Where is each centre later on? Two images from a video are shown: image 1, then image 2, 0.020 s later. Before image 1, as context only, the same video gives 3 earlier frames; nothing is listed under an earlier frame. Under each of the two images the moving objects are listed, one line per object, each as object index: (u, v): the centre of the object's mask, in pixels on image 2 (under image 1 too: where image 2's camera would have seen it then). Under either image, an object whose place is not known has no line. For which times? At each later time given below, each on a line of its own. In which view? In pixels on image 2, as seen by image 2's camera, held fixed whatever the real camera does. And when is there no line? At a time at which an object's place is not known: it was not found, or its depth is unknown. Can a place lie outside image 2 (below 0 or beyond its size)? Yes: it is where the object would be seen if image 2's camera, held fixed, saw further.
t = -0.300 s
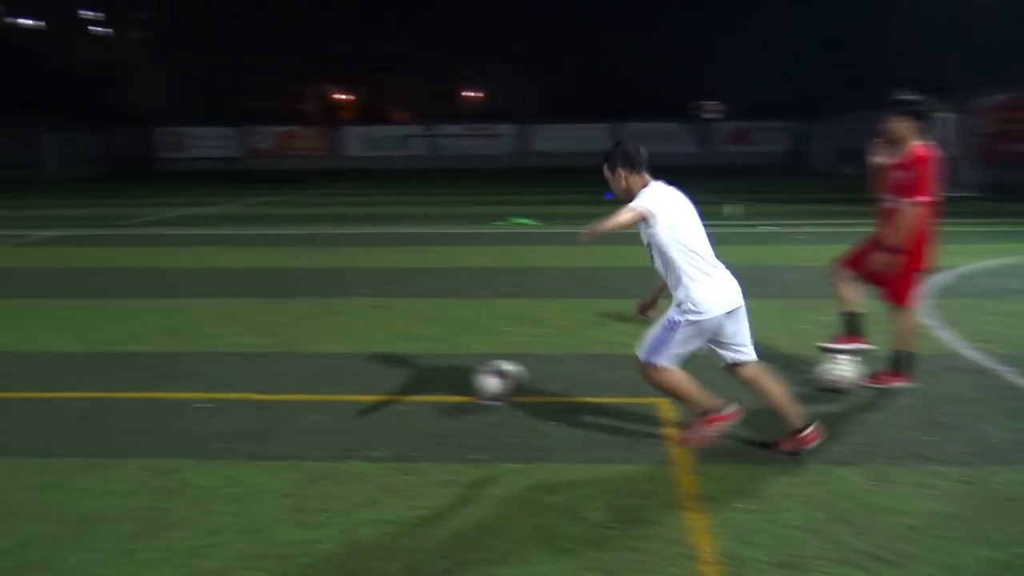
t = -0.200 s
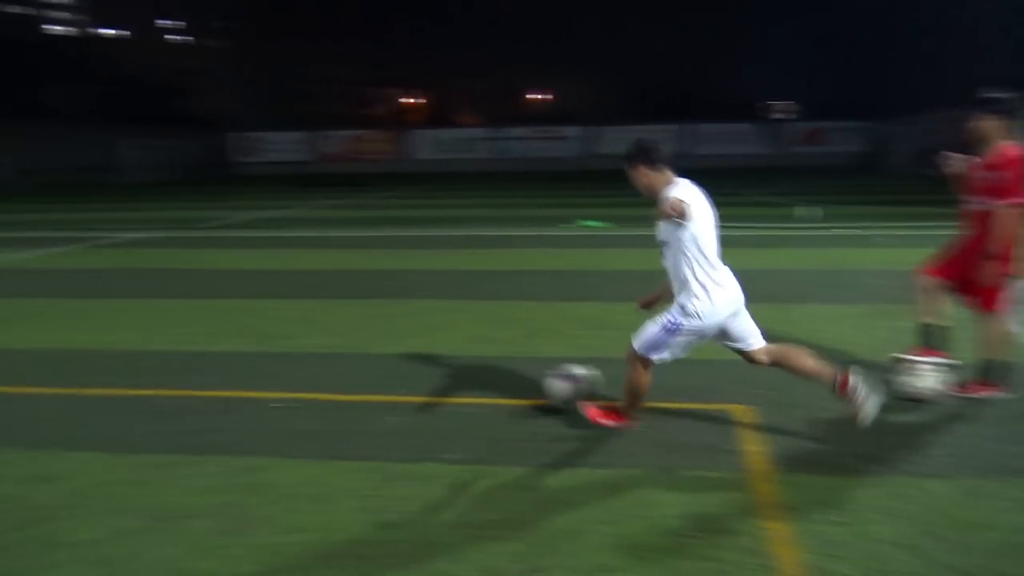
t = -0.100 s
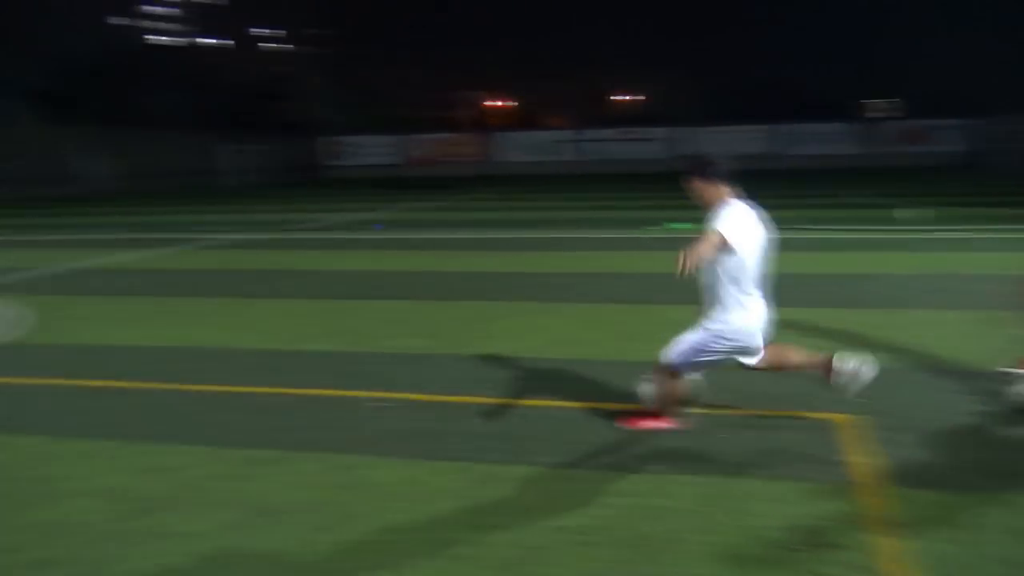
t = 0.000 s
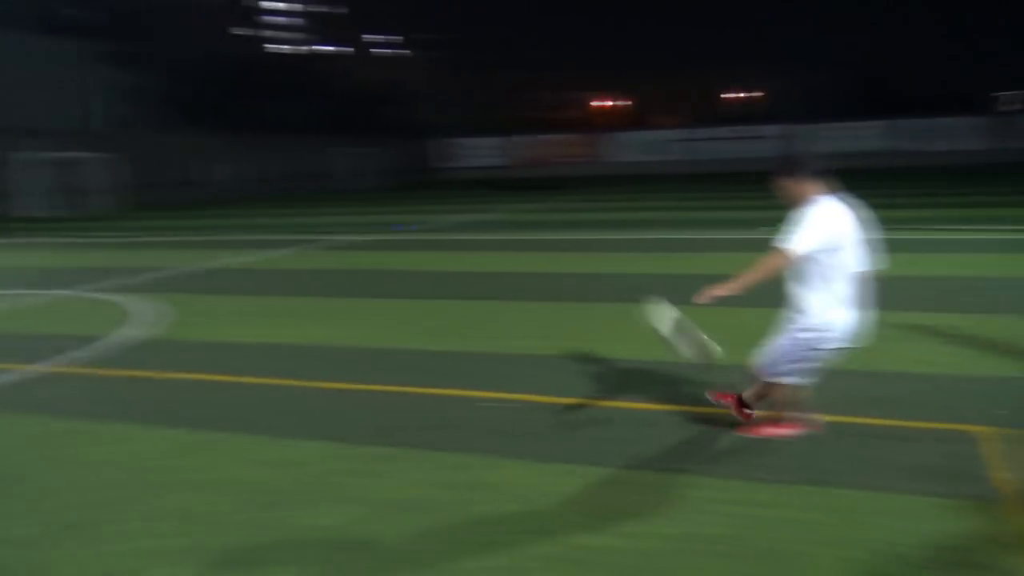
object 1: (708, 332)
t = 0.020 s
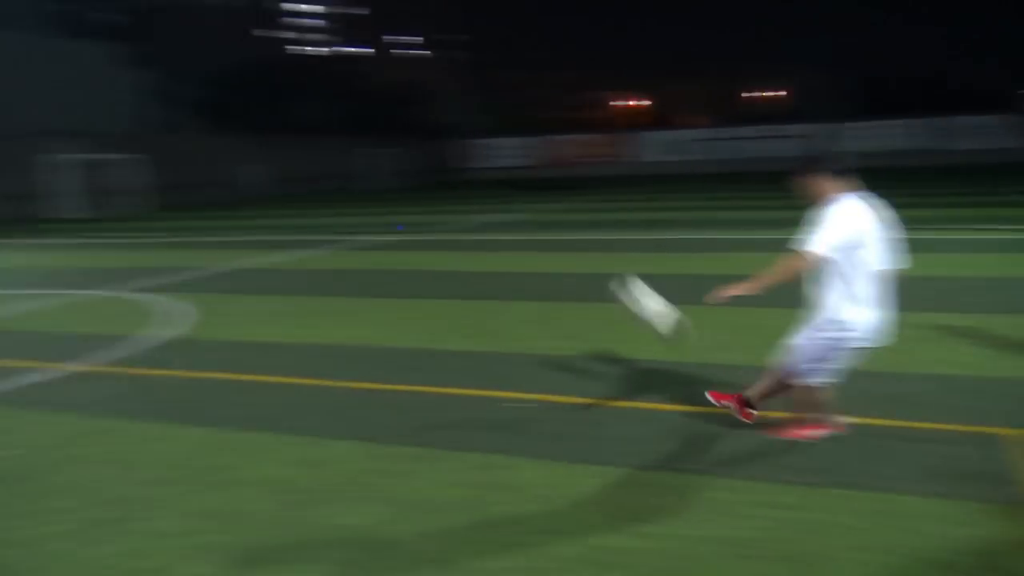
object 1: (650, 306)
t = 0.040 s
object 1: (597, 285)
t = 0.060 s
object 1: (540, 256)
